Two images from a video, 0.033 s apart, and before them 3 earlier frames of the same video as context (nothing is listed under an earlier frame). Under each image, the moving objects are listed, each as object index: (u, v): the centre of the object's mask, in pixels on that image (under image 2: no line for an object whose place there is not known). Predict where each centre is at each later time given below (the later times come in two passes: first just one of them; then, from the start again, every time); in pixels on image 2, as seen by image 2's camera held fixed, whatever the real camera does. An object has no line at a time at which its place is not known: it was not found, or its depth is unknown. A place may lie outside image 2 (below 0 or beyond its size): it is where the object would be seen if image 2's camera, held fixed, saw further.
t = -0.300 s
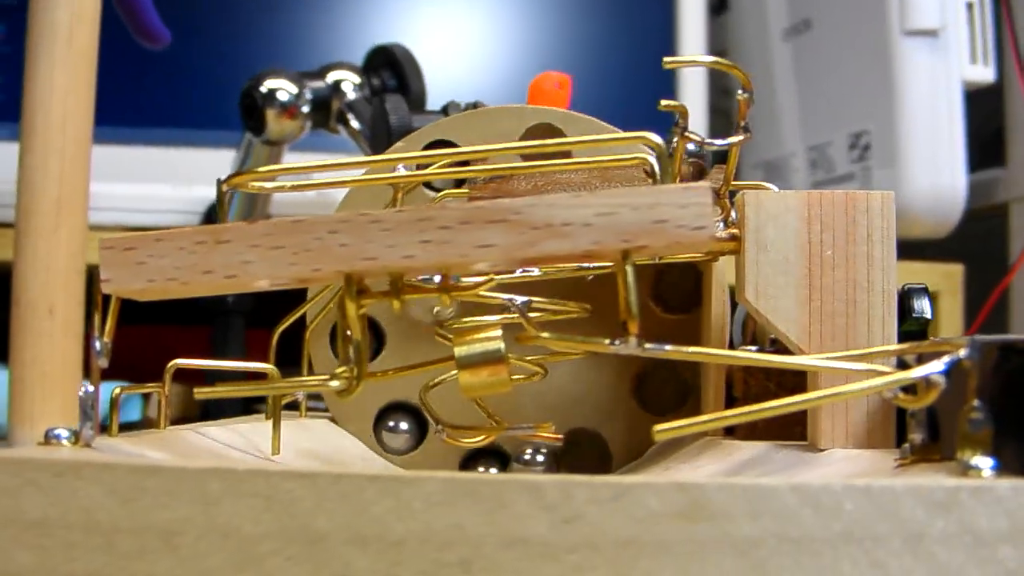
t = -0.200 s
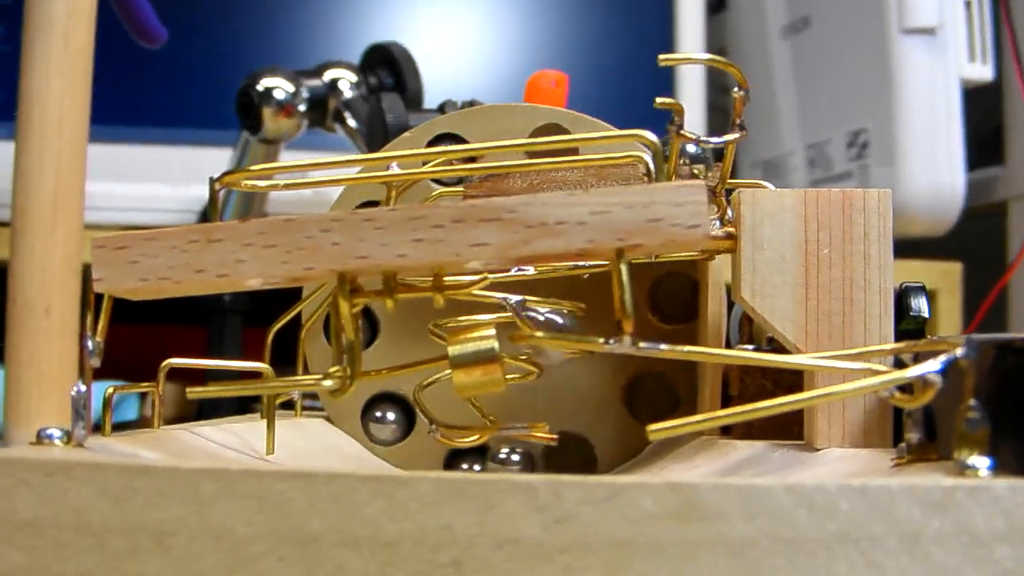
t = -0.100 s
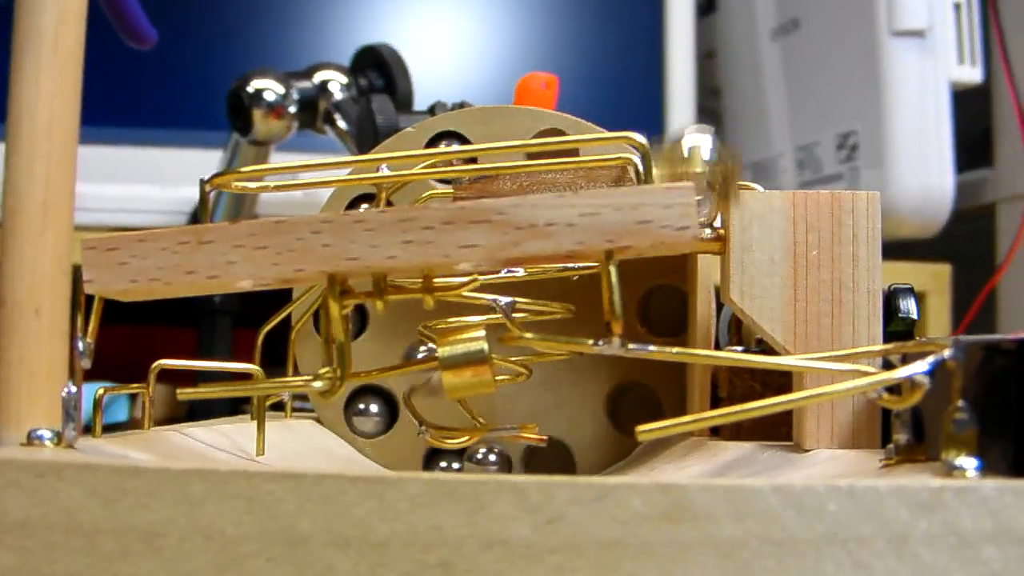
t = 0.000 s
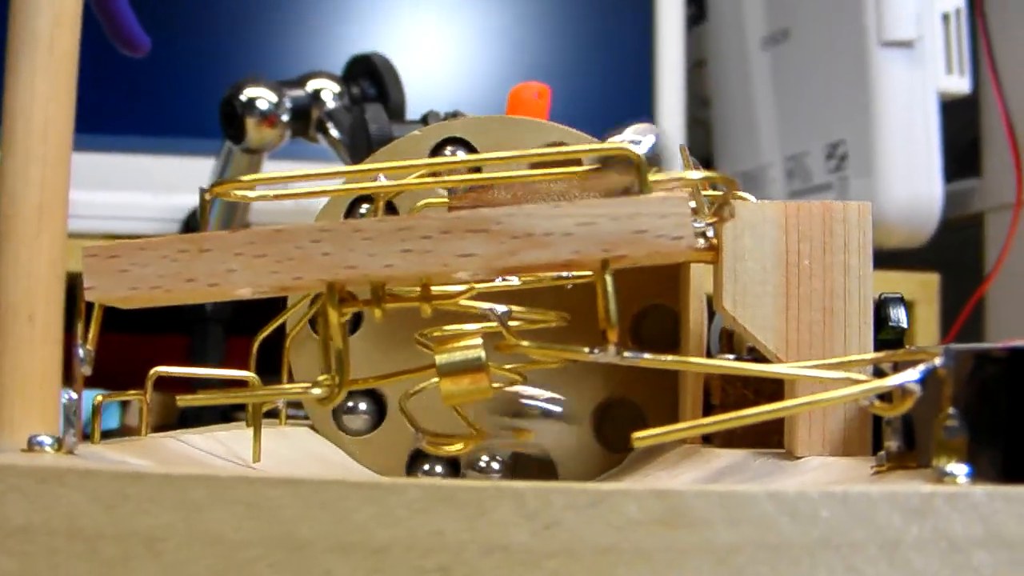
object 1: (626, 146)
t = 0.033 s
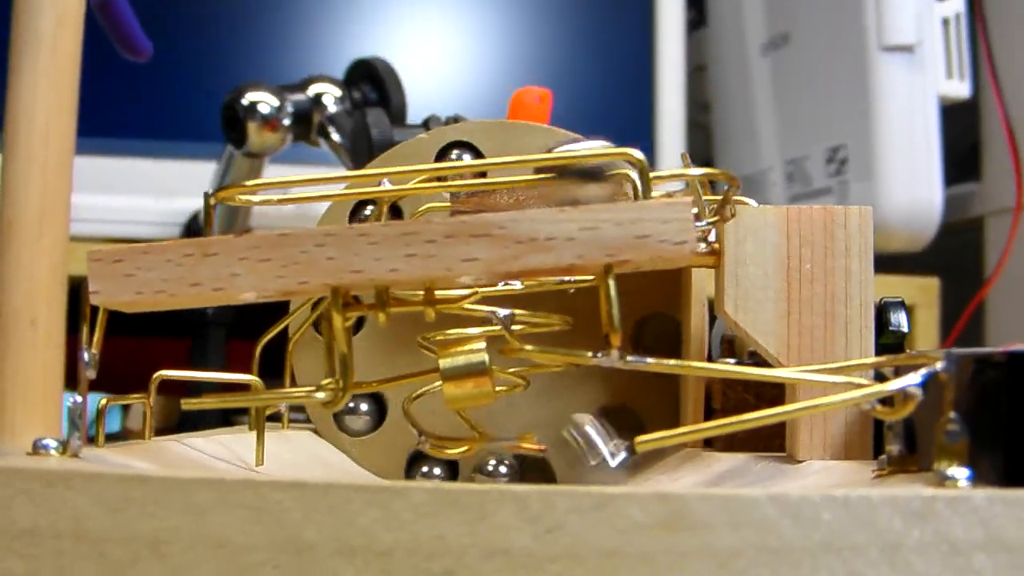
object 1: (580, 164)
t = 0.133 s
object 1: (485, 197)
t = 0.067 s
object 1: (524, 167)
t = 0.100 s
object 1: (491, 189)
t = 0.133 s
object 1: (485, 197)
